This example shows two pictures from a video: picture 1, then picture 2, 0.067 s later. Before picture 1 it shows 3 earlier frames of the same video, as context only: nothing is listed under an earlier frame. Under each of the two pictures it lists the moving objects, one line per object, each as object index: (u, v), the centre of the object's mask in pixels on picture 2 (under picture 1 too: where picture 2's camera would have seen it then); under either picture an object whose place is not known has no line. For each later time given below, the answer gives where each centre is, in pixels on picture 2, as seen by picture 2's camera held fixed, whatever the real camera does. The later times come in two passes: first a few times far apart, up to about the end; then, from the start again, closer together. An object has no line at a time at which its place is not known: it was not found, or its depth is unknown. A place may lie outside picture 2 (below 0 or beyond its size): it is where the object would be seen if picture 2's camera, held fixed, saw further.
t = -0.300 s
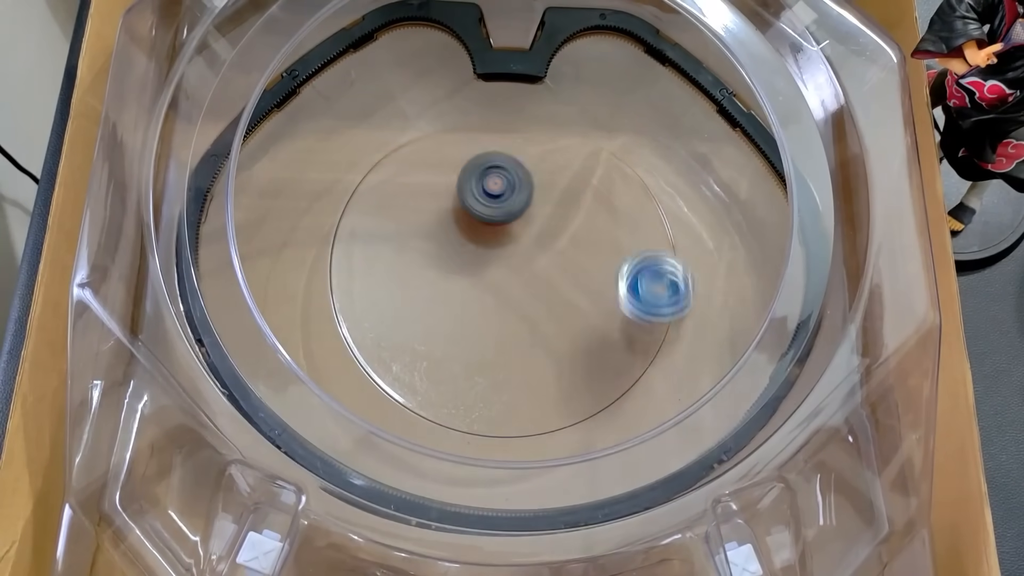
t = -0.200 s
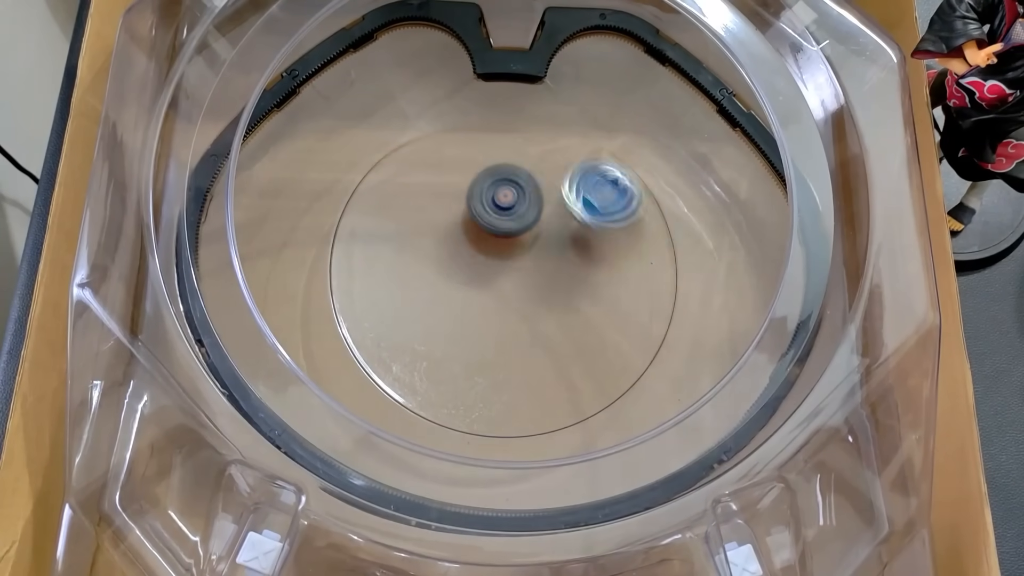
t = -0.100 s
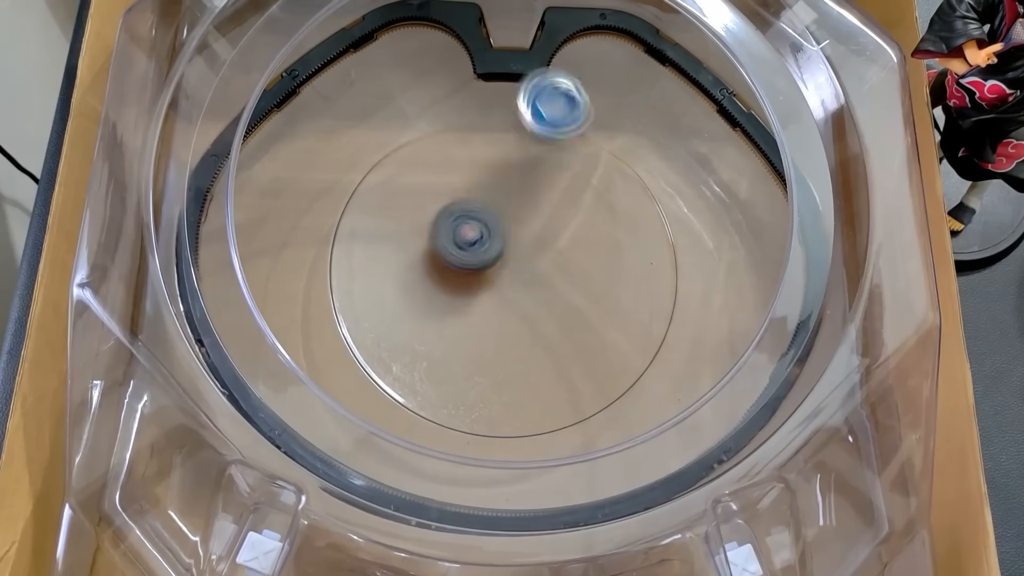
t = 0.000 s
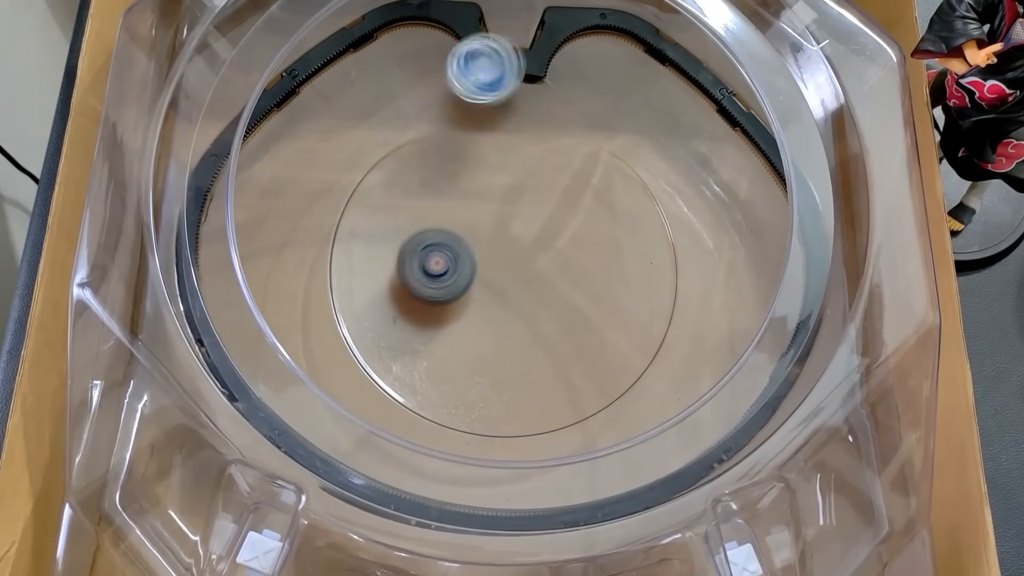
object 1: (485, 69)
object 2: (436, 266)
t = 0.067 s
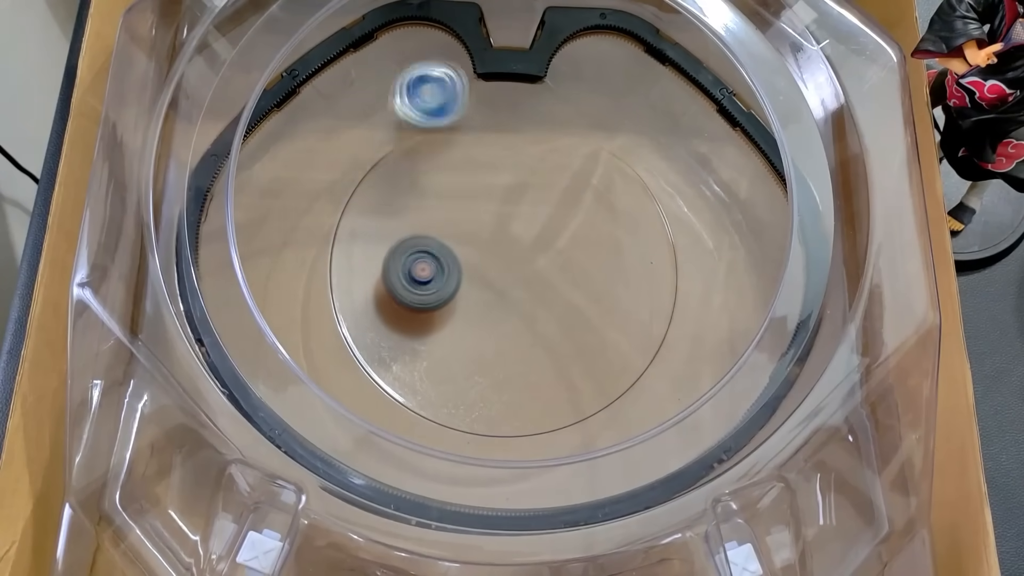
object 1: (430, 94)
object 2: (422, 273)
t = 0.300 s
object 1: (347, 164)
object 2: (417, 270)
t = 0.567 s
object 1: (364, 332)
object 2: (528, 281)
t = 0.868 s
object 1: (500, 362)
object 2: (666, 312)
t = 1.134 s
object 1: (424, 278)
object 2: (596, 243)
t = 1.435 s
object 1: (393, 243)
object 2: (521, 201)
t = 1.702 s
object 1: (441, 244)
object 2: (513, 164)
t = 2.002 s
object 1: (533, 244)
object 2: (509, 183)
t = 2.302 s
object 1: (626, 268)
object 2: (476, 194)
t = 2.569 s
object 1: (666, 198)
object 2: (354, 279)
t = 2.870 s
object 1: (752, 174)
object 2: (272, 314)
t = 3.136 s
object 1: (749, 156)
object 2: (402, 268)
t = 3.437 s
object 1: (644, 210)
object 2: (557, 173)
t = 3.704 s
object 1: (587, 390)
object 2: (566, 81)
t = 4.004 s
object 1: (440, 466)
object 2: (599, 107)
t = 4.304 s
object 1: (310, 347)
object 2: (585, 148)
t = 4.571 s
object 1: (237, 181)
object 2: (580, 248)
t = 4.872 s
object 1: (364, 155)
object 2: (578, 294)
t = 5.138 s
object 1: (536, 196)
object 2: (556, 286)
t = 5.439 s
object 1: (638, 202)
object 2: (483, 376)
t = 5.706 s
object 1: (614, 313)
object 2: (470, 352)
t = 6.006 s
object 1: (531, 384)
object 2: (489, 270)
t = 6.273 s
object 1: (435, 311)
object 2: (468, 215)
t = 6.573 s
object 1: (347, 263)
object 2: (526, 205)
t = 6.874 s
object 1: (464, 237)
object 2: (577, 238)
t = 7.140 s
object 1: (519, 277)
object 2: (590, 233)
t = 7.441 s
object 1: (575, 347)
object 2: (555, 274)
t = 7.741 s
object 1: (574, 347)
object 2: (517, 246)
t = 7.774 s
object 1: (567, 340)
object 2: (514, 246)
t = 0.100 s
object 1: (406, 104)
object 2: (416, 275)
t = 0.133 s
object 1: (389, 115)
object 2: (413, 275)
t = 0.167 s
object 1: (374, 126)
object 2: (411, 274)
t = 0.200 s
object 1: (365, 135)
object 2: (411, 273)
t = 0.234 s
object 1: (356, 144)
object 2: (412, 272)
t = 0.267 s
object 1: (350, 152)
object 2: (415, 270)
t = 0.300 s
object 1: (347, 164)
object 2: (417, 270)
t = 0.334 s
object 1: (345, 176)
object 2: (421, 269)
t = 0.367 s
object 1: (345, 189)
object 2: (425, 269)
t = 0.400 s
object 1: (349, 210)
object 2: (429, 269)
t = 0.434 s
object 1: (357, 232)
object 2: (434, 270)
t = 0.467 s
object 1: (362, 258)
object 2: (445, 269)
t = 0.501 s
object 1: (350, 285)
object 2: (474, 273)
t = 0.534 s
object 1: (347, 310)
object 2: (504, 275)
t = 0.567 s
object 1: (364, 332)
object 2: (528, 281)
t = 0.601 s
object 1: (387, 353)
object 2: (550, 289)
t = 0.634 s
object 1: (417, 371)
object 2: (569, 298)
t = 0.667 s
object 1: (450, 382)
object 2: (584, 310)
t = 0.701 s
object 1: (485, 383)
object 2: (595, 322)
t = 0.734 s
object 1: (521, 375)
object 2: (604, 337)
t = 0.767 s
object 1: (532, 368)
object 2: (625, 343)
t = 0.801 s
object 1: (519, 372)
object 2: (656, 338)
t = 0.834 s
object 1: (510, 369)
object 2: (664, 326)
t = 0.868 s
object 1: (500, 362)
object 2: (666, 312)
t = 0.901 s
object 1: (492, 355)
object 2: (663, 300)
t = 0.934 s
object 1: (485, 345)
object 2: (656, 287)
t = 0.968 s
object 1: (475, 334)
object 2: (649, 276)
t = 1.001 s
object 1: (466, 324)
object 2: (640, 267)
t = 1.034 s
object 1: (456, 312)
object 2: (630, 259)
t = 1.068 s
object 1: (445, 299)
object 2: (619, 253)
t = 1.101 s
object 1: (435, 290)
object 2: (608, 248)
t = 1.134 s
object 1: (424, 278)
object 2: (596, 243)
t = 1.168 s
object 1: (414, 269)
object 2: (584, 239)
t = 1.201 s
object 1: (406, 263)
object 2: (573, 236)
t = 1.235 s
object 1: (396, 256)
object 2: (563, 232)
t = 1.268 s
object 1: (390, 253)
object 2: (554, 227)
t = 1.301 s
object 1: (386, 249)
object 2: (546, 223)
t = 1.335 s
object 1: (385, 247)
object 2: (538, 217)
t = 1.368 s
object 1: (386, 246)
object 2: (532, 212)
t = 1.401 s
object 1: (389, 243)
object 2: (527, 207)
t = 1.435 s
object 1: (393, 243)
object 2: (521, 201)
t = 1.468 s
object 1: (400, 241)
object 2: (516, 196)
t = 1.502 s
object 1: (408, 237)
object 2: (512, 192)
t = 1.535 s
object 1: (417, 233)
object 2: (506, 190)
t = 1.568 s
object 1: (428, 228)
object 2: (502, 189)
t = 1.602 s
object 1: (439, 223)
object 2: (500, 188)
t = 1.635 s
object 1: (445, 223)
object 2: (501, 183)
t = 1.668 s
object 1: (441, 235)
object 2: (507, 172)
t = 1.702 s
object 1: (441, 244)
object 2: (513, 164)
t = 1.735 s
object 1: (446, 251)
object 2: (518, 158)
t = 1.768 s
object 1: (454, 256)
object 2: (520, 155)
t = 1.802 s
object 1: (463, 259)
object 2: (520, 155)
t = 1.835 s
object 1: (476, 262)
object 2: (520, 156)
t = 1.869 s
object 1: (488, 261)
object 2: (518, 159)
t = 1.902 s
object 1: (499, 260)
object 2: (517, 164)
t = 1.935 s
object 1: (513, 256)
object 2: (515, 170)
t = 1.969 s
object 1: (523, 250)
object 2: (513, 177)
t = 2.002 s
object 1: (533, 244)
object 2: (509, 183)
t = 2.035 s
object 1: (548, 263)
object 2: (500, 173)
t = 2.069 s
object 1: (563, 281)
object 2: (491, 164)
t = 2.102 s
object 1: (575, 294)
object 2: (485, 158)
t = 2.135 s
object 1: (586, 301)
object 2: (480, 159)
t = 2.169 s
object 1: (598, 304)
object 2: (476, 164)
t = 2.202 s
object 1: (609, 302)
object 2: (475, 170)
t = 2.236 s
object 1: (618, 294)
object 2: (475, 177)
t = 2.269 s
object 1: (625, 281)
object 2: (475, 186)
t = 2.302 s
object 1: (626, 268)
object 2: (476, 194)
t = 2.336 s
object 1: (621, 256)
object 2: (478, 202)
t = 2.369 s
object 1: (611, 245)
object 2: (480, 211)
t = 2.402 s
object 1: (597, 236)
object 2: (481, 219)
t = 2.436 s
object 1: (579, 230)
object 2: (484, 226)
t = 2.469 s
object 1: (559, 227)
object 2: (486, 234)
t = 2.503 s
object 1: (587, 217)
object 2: (449, 247)
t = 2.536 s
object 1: (625, 206)
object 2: (400, 264)
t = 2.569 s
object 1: (666, 198)
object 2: (354, 279)
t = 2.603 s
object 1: (678, 196)
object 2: (319, 292)
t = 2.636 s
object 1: (684, 200)
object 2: (292, 304)
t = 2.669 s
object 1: (689, 199)
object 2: (259, 321)
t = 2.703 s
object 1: (698, 198)
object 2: (237, 333)
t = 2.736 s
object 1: (709, 195)
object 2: (229, 333)
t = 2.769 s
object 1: (723, 191)
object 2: (233, 334)
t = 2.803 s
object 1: (734, 186)
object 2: (250, 326)
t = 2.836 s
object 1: (746, 180)
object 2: (263, 318)
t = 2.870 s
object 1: (752, 174)
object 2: (272, 314)
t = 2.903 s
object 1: (756, 171)
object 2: (282, 309)
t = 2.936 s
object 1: (759, 168)
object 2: (295, 305)
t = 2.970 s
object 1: (759, 162)
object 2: (305, 303)
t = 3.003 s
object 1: (758, 159)
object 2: (320, 300)
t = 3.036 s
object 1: (756, 158)
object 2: (337, 295)
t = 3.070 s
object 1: (755, 156)
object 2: (356, 290)
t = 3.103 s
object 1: (752, 155)
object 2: (380, 279)
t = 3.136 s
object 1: (749, 156)
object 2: (402, 268)
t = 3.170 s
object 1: (743, 159)
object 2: (423, 257)
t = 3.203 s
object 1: (735, 160)
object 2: (445, 244)
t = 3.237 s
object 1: (724, 164)
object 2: (465, 233)
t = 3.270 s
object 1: (713, 169)
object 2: (483, 220)
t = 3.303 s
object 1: (702, 175)
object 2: (501, 210)
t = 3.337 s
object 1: (692, 181)
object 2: (517, 200)
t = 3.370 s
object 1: (678, 190)
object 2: (531, 190)
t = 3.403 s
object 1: (662, 200)
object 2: (545, 181)
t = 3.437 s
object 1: (644, 210)
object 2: (557, 173)
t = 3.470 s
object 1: (620, 215)
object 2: (568, 165)
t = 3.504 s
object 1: (609, 242)
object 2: (565, 143)
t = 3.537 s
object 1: (605, 278)
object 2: (555, 115)
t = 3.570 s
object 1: (601, 310)
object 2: (546, 88)
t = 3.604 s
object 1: (599, 334)
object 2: (550, 76)
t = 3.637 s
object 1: (598, 359)
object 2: (555, 74)
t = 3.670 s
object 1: (594, 379)
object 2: (559, 80)
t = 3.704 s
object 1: (587, 390)
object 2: (566, 81)
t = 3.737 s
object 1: (578, 400)
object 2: (576, 79)
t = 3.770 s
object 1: (568, 410)
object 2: (584, 83)
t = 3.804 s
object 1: (558, 420)
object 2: (596, 87)
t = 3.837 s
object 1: (544, 429)
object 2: (601, 93)
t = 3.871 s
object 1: (527, 440)
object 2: (601, 94)
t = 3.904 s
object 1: (509, 450)
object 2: (601, 98)
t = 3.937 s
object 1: (488, 458)
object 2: (601, 102)
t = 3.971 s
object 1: (463, 465)
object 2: (600, 104)
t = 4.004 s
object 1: (440, 466)
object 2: (599, 107)
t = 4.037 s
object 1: (415, 472)
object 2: (599, 108)
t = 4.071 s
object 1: (403, 459)
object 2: (597, 111)
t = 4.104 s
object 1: (395, 444)
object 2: (595, 112)
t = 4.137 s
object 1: (385, 428)
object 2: (594, 116)
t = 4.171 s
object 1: (375, 415)
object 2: (592, 118)
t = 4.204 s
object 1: (361, 402)
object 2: (592, 122)
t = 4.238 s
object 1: (342, 385)
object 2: (591, 127)
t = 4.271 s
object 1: (326, 366)
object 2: (589, 137)
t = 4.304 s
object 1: (310, 347)
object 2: (585, 148)
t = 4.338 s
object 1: (297, 326)
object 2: (583, 159)
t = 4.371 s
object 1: (285, 307)
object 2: (581, 171)
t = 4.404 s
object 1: (274, 285)
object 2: (579, 184)
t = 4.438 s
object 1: (263, 264)
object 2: (579, 198)
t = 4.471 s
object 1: (255, 244)
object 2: (578, 211)
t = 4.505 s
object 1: (247, 223)
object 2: (578, 224)
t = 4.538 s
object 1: (242, 202)
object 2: (579, 237)
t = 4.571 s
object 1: (237, 181)
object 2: (580, 248)
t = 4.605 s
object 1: (235, 162)
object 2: (580, 259)
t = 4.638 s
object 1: (236, 148)
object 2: (581, 269)
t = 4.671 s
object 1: (257, 157)
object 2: (583, 277)
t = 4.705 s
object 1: (276, 166)
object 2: (583, 283)
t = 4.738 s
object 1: (295, 169)
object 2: (583, 289)
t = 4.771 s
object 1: (311, 171)
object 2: (583, 291)
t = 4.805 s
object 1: (327, 168)
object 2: (582, 292)
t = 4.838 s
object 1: (343, 161)
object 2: (580, 293)
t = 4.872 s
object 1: (364, 155)
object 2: (578, 294)
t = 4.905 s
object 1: (388, 153)
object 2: (576, 294)
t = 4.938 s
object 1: (414, 156)
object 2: (573, 293)
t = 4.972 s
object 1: (436, 160)
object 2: (571, 292)
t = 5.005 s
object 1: (459, 166)
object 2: (568, 291)
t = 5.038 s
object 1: (479, 172)
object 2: (565, 289)
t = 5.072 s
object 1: (498, 178)
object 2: (562, 288)
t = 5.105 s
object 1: (517, 186)
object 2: (559, 287)
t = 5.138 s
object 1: (536, 196)
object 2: (556, 286)
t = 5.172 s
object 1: (553, 206)
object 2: (552, 285)
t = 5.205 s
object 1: (569, 195)
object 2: (546, 305)
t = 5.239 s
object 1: (587, 181)
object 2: (539, 326)
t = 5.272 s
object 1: (601, 174)
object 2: (530, 343)
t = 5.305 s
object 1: (616, 174)
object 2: (521, 356)
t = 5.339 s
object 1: (633, 175)
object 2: (511, 363)
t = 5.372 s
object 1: (644, 181)
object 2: (501, 368)
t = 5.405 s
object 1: (643, 190)
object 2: (492, 372)
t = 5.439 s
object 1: (638, 202)
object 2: (483, 376)
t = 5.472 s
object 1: (634, 214)
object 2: (476, 378)
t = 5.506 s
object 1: (632, 223)
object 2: (472, 378)
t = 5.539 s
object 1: (632, 236)
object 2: (470, 376)
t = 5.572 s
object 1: (630, 251)
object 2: (468, 374)
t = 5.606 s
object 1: (628, 266)
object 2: (467, 370)
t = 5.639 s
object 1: (624, 281)
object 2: (468, 365)
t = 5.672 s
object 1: (620, 297)
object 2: (468, 358)
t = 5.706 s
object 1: (614, 313)
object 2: (470, 352)
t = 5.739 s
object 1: (608, 327)
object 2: (472, 345)
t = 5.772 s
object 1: (600, 340)
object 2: (473, 338)
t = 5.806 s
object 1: (591, 354)
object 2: (475, 330)
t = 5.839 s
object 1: (584, 365)
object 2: (479, 323)
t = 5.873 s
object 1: (573, 373)
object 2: (482, 314)
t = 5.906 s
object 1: (562, 380)
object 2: (485, 305)
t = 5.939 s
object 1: (553, 383)
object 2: (487, 294)
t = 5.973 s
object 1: (542, 385)
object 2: (488, 282)
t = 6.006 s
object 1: (531, 384)
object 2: (489, 270)
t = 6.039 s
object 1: (520, 380)
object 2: (489, 259)
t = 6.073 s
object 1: (508, 375)
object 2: (488, 248)
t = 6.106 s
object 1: (496, 367)
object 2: (485, 240)
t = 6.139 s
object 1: (485, 359)
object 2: (482, 230)
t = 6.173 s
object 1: (470, 346)
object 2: (479, 224)
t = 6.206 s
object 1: (458, 335)
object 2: (475, 219)
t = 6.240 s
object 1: (447, 325)
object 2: (472, 216)
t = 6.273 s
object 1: (435, 311)
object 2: (468, 215)
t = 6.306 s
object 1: (426, 298)
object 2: (464, 214)
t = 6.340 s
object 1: (417, 286)
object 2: (461, 215)
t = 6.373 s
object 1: (409, 272)
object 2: (459, 218)
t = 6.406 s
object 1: (402, 260)
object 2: (458, 219)
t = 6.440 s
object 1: (383, 255)
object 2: (468, 217)
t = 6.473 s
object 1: (360, 257)
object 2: (485, 209)
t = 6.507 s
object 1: (343, 259)
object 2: (501, 205)
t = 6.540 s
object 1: (339, 262)
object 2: (514, 203)
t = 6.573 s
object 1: (347, 263)
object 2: (526, 205)
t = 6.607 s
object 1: (359, 265)
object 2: (534, 208)
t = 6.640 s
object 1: (372, 264)
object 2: (540, 214)
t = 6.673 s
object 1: (386, 264)
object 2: (549, 220)
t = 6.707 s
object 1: (398, 261)
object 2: (556, 225)
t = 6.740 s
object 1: (409, 255)
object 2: (563, 230)
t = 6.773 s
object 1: (421, 250)
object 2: (569, 233)
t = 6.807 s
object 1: (434, 244)
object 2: (573, 236)
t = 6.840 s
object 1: (449, 239)
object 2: (576, 237)
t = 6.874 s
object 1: (464, 237)
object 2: (577, 238)
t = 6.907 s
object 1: (478, 237)
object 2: (577, 238)
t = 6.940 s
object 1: (491, 238)
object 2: (576, 239)
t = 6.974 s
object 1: (504, 241)
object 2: (576, 240)
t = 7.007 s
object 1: (504, 248)
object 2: (581, 237)
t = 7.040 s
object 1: (502, 253)
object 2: (586, 234)
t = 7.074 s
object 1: (506, 258)
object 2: (590, 232)
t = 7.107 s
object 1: (512, 267)
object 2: (590, 232)
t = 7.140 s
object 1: (519, 277)
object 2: (590, 233)
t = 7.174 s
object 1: (525, 291)
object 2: (588, 236)
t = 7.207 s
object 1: (531, 304)
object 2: (584, 239)
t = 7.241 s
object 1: (536, 315)
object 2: (579, 242)
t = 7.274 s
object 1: (542, 326)
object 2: (574, 246)
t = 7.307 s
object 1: (550, 337)
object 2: (569, 251)
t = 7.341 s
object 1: (557, 345)
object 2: (565, 256)
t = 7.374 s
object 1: (565, 350)
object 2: (561, 262)
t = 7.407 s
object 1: (572, 350)
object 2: (558, 268)
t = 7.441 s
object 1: (575, 347)
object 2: (555, 274)
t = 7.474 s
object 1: (577, 342)
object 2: (554, 278)
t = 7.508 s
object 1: (581, 344)
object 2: (550, 276)
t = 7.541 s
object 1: (584, 354)
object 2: (543, 265)
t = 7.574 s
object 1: (586, 358)
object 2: (536, 257)
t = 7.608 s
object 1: (587, 360)
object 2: (529, 252)
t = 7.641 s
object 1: (586, 361)
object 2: (524, 250)
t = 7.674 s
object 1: (584, 359)
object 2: (521, 248)
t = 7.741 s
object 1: (574, 347)
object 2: (517, 246)
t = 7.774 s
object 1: (567, 340)
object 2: (514, 246)
